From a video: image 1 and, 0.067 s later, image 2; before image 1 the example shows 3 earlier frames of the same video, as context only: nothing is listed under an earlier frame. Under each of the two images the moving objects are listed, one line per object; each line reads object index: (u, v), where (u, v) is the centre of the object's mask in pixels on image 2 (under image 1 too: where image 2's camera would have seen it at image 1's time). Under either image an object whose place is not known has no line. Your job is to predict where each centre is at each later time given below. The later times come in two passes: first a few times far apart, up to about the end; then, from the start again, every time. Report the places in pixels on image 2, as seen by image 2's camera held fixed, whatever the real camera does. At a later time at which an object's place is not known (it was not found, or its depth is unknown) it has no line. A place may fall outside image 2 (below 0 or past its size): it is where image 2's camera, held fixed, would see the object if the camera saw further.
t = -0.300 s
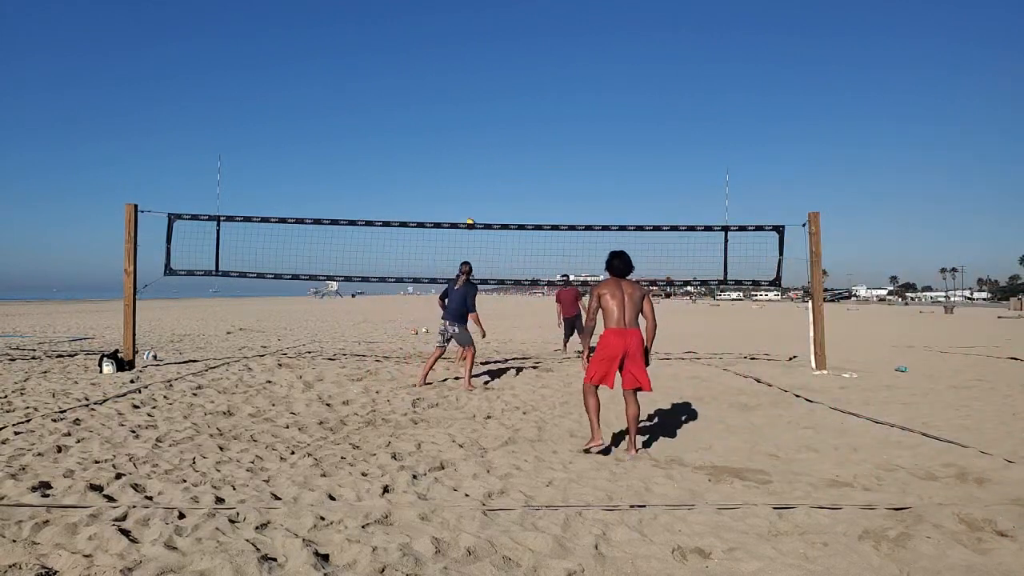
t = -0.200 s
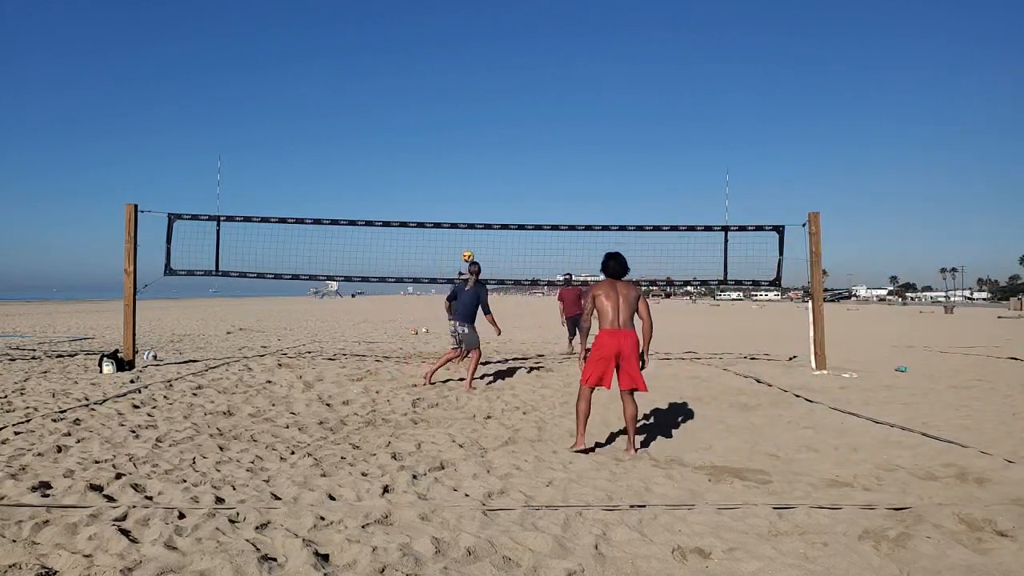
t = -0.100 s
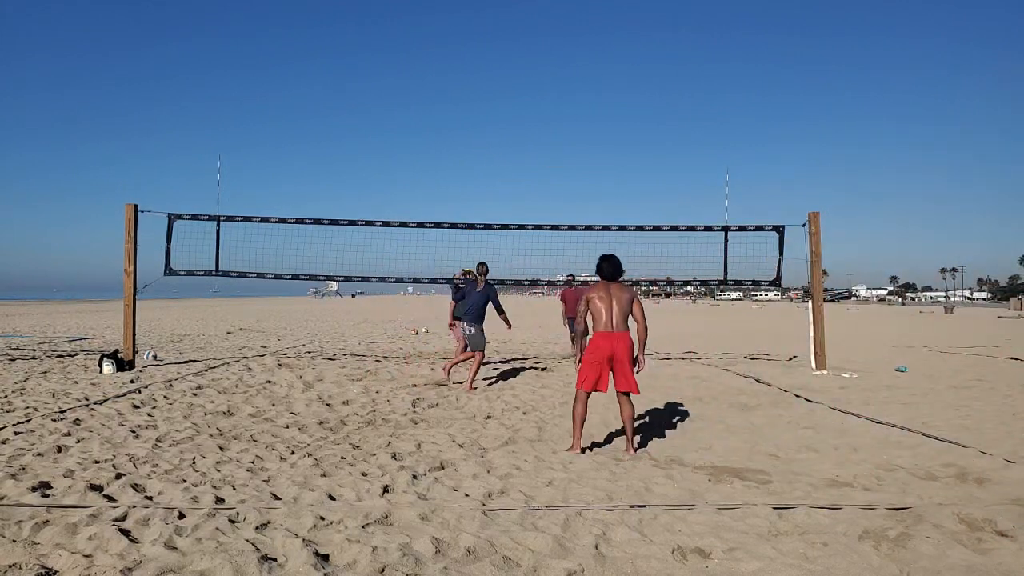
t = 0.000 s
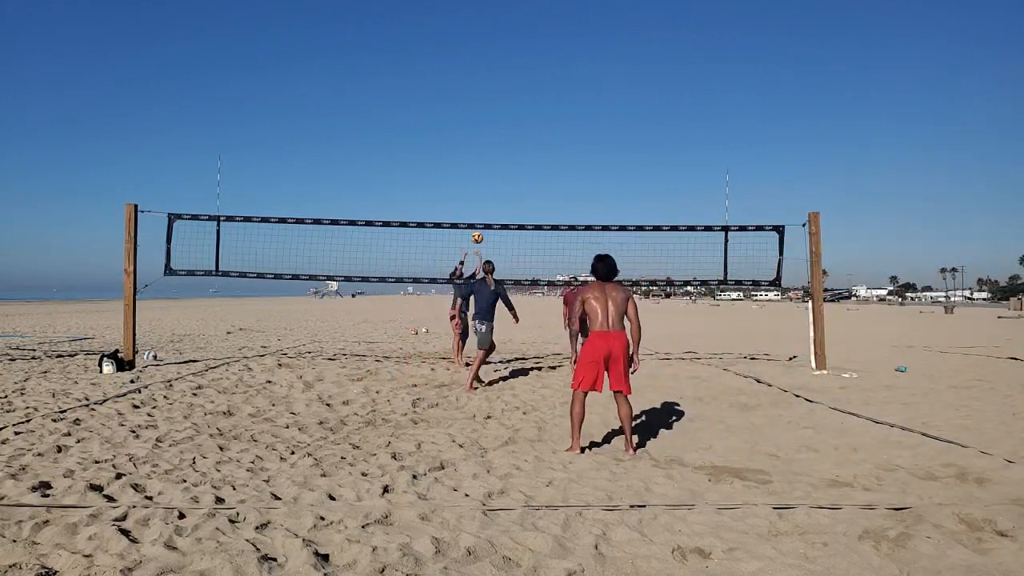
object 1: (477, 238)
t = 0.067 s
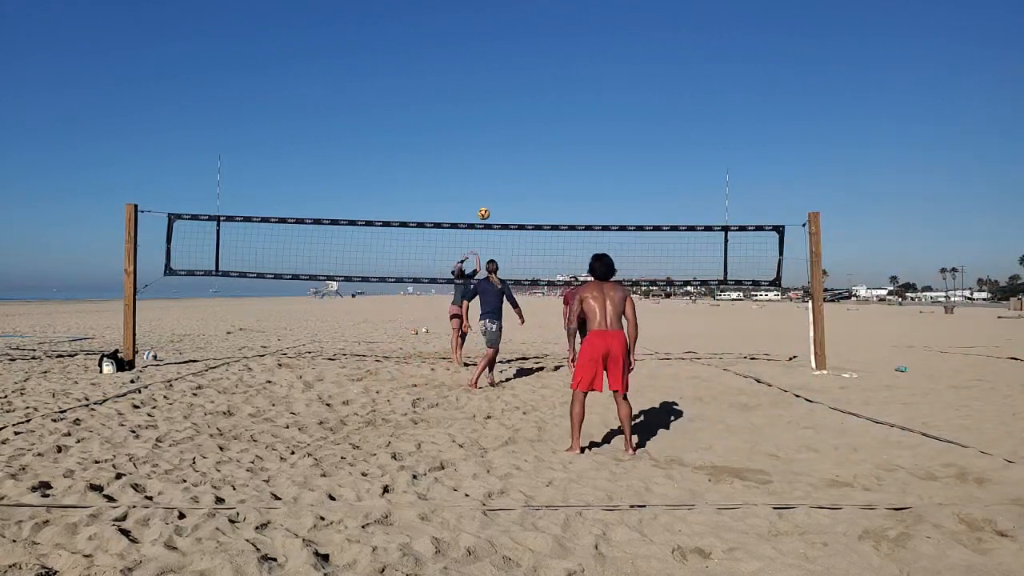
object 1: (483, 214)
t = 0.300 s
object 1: (506, 150)
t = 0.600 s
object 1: (536, 114)
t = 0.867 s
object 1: (563, 125)
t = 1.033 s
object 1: (580, 152)
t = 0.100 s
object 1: (486, 203)
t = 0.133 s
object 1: (490, 192)
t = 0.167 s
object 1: (493, 182)
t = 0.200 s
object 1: (496, 173)
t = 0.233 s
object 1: (500, 165)
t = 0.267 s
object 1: (503, 158)
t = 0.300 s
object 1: (506, 150)
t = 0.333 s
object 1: (510, 144)
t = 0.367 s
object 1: (513, 138)
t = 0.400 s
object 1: (517, 132)
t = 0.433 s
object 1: (520, 128)
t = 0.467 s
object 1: (523, 124)
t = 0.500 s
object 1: (527, 121)
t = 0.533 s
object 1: (530, 118)
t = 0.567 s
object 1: (533, 116)
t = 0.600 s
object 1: (536, 114)
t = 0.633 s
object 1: (540, 113)
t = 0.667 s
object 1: (544, 113)
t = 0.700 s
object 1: (547, 114)
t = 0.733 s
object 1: (550, 115)
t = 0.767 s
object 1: (553, 116)
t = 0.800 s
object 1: (557, 119)
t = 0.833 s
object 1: (560, 121)
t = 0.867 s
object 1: (563, 125)
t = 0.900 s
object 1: (567, 129)
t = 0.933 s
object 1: (570, 134)
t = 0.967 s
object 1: (573, 140)
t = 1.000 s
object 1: (576, 146)
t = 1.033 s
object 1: (580, 152)
